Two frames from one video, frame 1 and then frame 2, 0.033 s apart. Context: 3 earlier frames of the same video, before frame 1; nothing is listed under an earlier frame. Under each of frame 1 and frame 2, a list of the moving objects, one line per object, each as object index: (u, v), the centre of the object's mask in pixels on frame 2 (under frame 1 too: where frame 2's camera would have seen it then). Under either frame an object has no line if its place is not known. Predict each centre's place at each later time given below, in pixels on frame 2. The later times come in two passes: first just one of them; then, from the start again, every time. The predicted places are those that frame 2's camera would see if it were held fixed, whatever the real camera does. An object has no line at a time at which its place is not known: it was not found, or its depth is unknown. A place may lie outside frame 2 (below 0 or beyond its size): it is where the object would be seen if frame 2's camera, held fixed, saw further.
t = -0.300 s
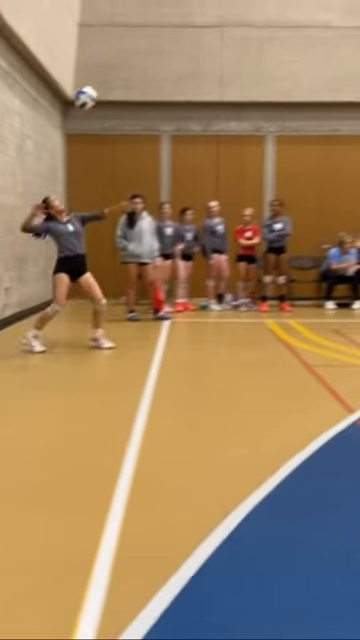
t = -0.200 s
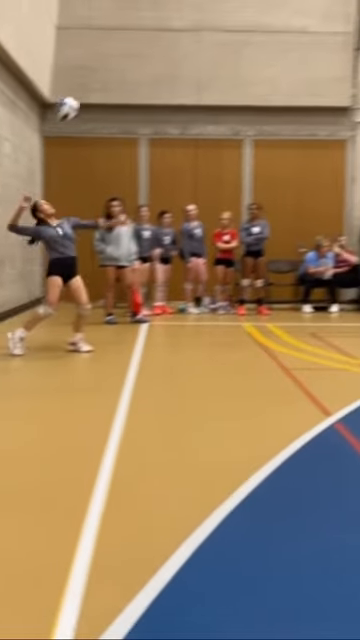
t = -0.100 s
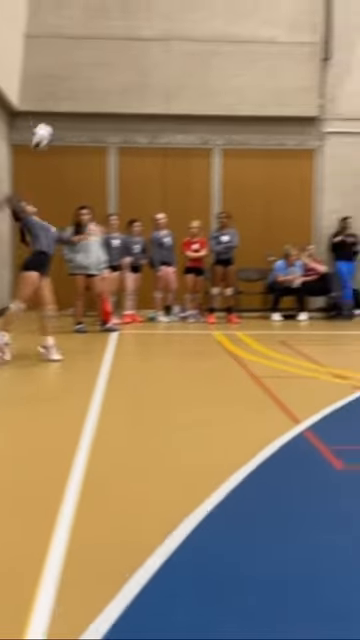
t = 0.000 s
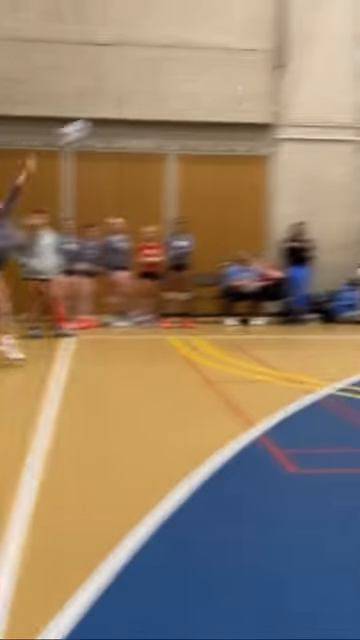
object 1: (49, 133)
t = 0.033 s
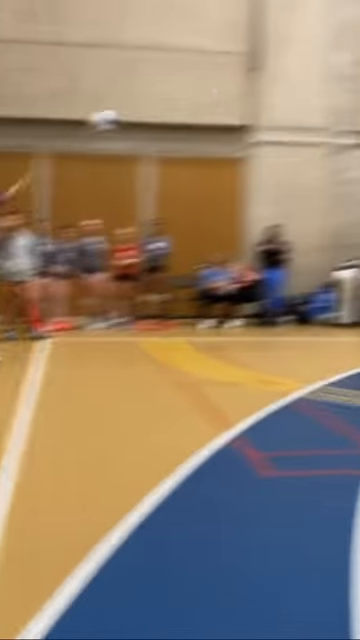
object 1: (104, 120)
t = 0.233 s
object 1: (379, 73)
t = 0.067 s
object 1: (154, 109)
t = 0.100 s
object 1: (202, 99)
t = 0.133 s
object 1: (248, 90)
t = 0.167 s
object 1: (293, 84)
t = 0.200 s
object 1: (335, 78)
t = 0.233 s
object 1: (379, 73)
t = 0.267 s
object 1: (418, 70)
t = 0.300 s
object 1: (456, 69)
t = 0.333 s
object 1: (494, 68)
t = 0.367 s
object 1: (530, 70)
